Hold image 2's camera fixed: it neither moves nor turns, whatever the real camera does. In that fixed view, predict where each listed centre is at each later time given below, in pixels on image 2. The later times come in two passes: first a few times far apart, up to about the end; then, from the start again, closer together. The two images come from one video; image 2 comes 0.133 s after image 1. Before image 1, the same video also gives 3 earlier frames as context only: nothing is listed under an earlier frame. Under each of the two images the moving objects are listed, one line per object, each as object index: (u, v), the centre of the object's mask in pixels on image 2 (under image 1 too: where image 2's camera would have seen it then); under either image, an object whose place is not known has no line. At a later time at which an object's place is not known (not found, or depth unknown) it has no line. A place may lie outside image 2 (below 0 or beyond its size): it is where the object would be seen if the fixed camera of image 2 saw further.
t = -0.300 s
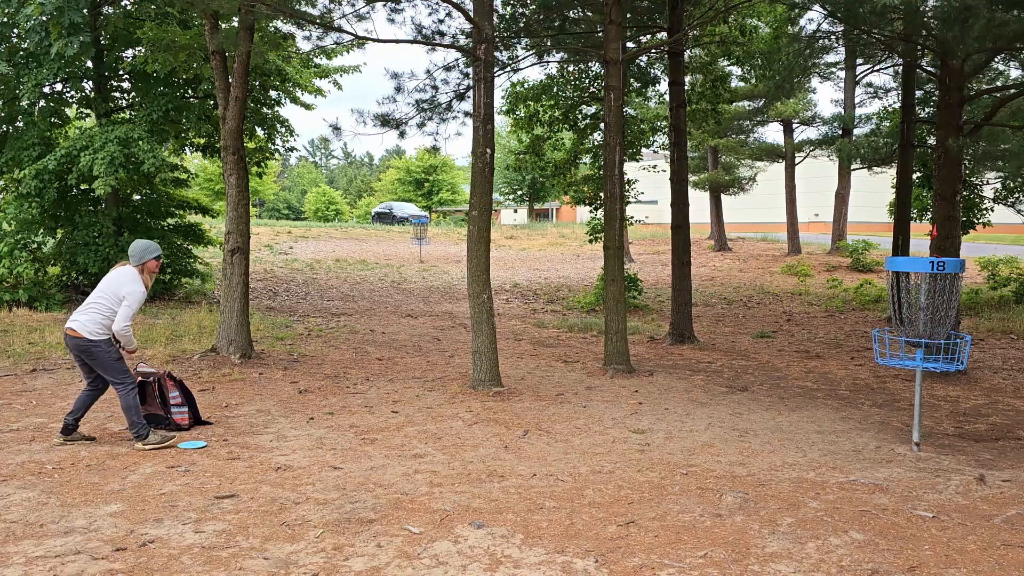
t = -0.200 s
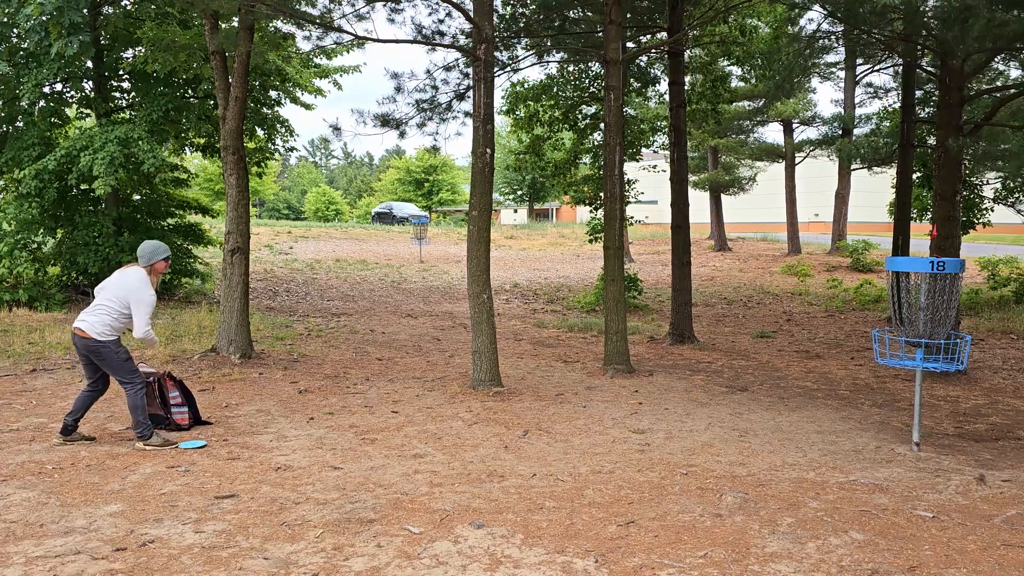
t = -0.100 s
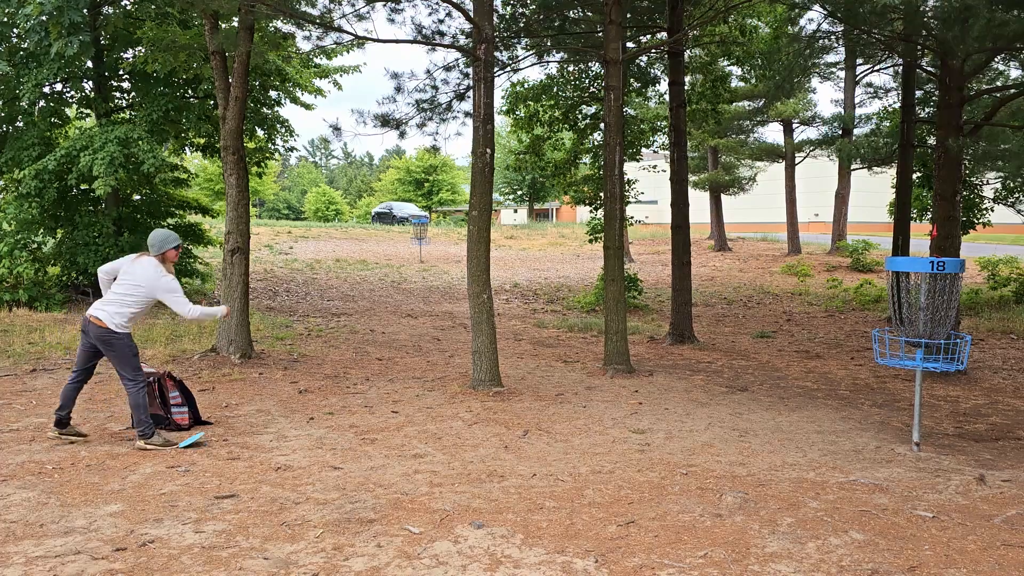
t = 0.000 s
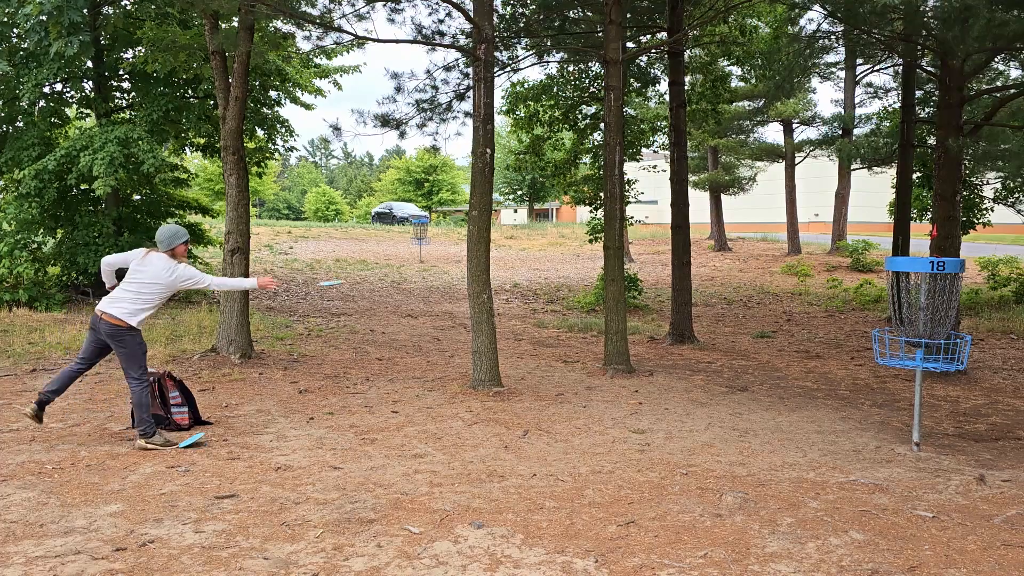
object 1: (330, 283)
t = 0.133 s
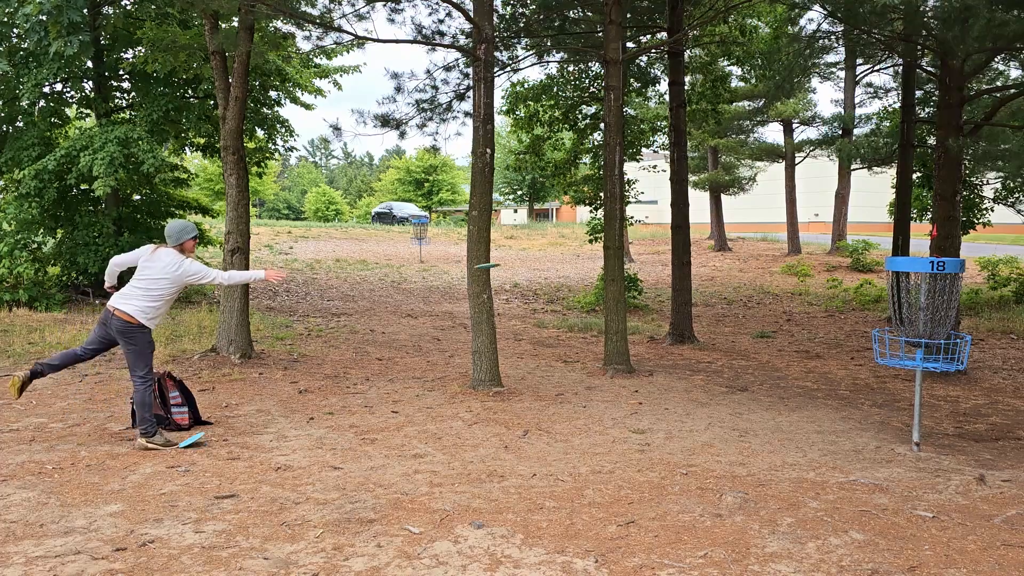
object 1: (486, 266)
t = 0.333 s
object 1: (720, 274)
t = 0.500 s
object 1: (895, 297)
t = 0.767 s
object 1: (906, 324)
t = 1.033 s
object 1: (891, 350)
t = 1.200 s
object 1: (894, 360)
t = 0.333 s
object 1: (720, 274)
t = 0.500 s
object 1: (895, 297)
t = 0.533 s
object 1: (902, 300)
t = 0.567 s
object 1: (905, 301)
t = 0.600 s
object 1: (907, 303)
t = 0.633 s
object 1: (907, 306)
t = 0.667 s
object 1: (907, 310)
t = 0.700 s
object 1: (907, 315)
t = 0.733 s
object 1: (908, 320)
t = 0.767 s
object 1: (906, 324)
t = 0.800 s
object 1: (905, 327)
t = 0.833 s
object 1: (904, 328)
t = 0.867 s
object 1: (903, 330)
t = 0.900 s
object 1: (899, 335)
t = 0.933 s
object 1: (897, 338)
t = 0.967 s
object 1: (895, 341)
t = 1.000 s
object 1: (893, 345)
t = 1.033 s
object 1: (891, 350)
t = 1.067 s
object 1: (891, 351)
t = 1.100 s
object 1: (891, 352)
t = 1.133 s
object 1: (893, 354)
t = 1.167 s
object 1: (894, 357)
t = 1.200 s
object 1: (894, 360)
